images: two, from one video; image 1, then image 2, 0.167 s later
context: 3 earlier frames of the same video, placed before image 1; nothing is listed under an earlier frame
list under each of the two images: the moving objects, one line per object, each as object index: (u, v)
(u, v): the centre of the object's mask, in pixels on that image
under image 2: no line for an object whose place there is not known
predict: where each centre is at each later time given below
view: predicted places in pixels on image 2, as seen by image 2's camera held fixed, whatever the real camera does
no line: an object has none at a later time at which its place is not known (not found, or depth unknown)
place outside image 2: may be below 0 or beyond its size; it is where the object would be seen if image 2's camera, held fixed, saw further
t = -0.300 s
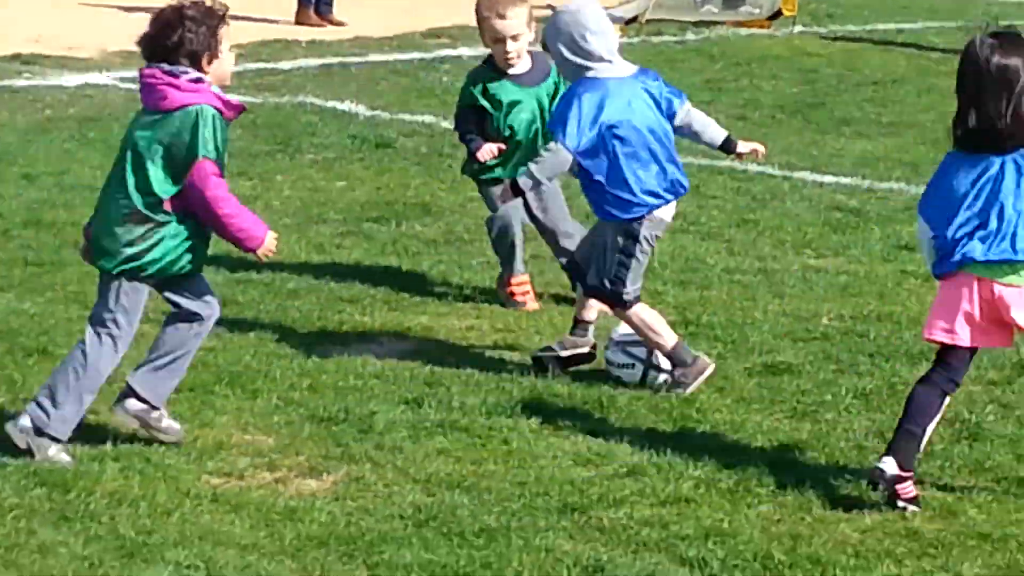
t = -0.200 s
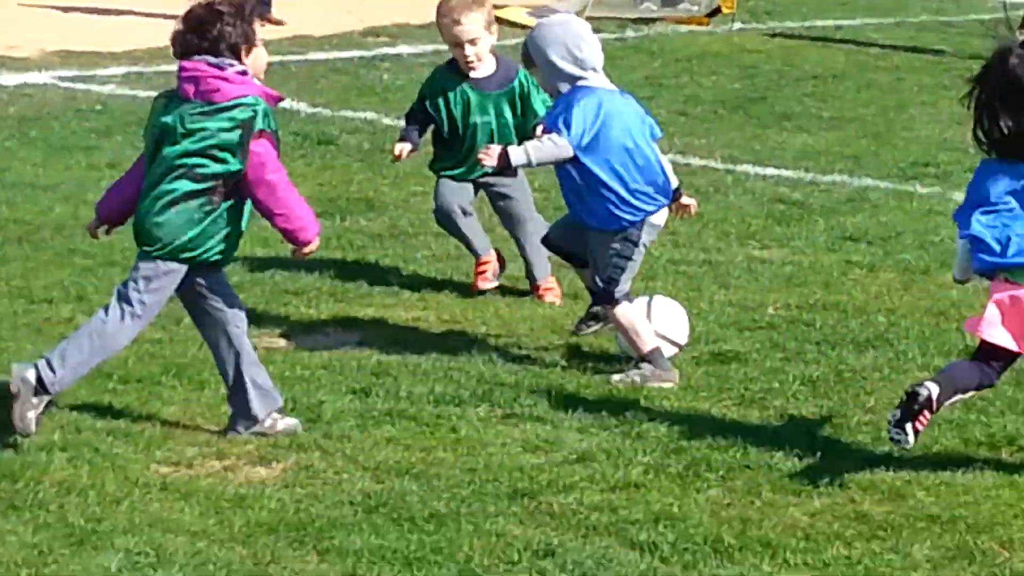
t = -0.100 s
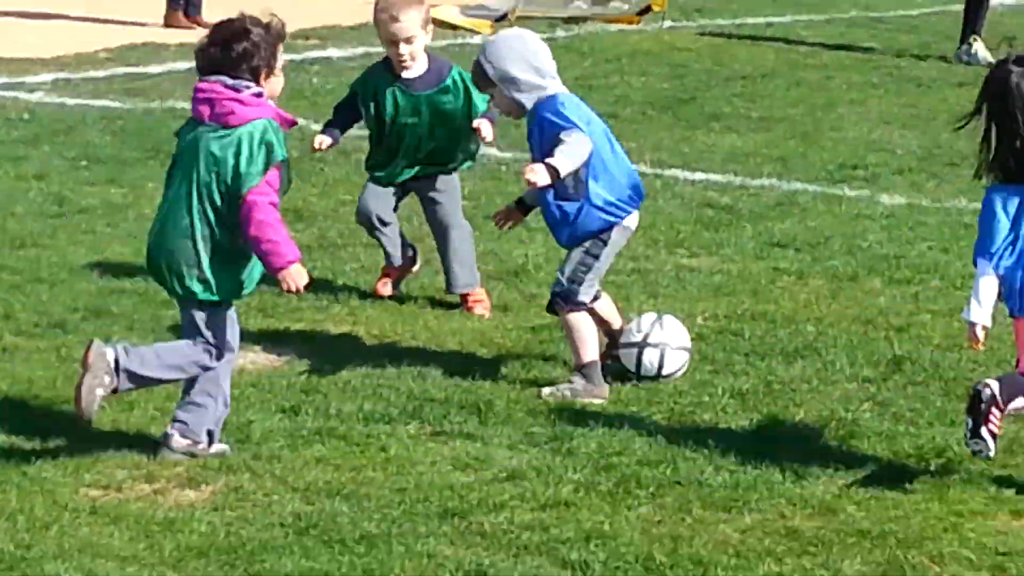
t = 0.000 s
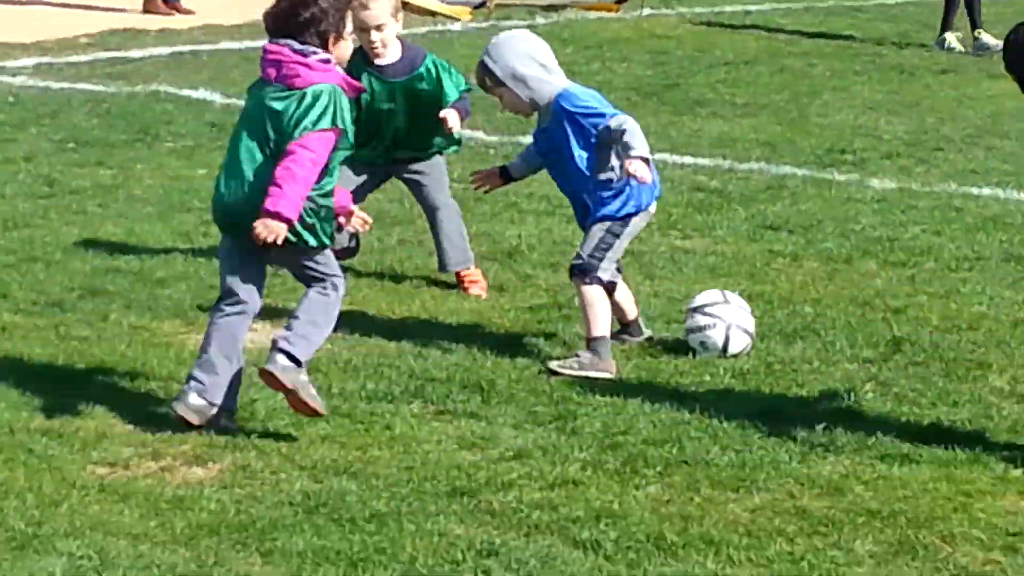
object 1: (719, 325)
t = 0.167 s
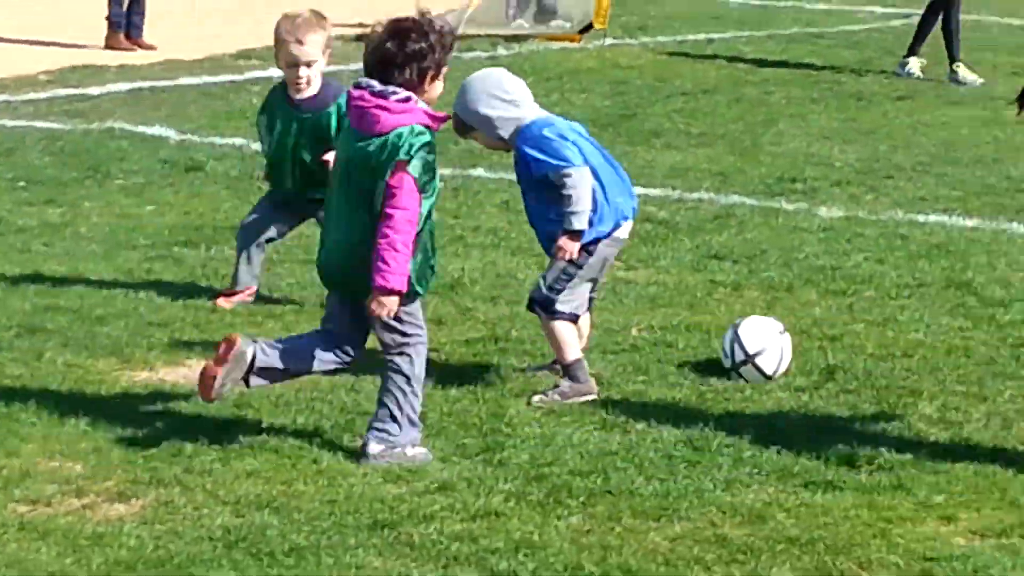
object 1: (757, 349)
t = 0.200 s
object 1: (772, 340)
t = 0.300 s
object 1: (830, 342)
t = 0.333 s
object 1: (847, 339)
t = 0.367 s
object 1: (861, 329)
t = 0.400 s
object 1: (876, 324)
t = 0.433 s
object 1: (891, 325)
